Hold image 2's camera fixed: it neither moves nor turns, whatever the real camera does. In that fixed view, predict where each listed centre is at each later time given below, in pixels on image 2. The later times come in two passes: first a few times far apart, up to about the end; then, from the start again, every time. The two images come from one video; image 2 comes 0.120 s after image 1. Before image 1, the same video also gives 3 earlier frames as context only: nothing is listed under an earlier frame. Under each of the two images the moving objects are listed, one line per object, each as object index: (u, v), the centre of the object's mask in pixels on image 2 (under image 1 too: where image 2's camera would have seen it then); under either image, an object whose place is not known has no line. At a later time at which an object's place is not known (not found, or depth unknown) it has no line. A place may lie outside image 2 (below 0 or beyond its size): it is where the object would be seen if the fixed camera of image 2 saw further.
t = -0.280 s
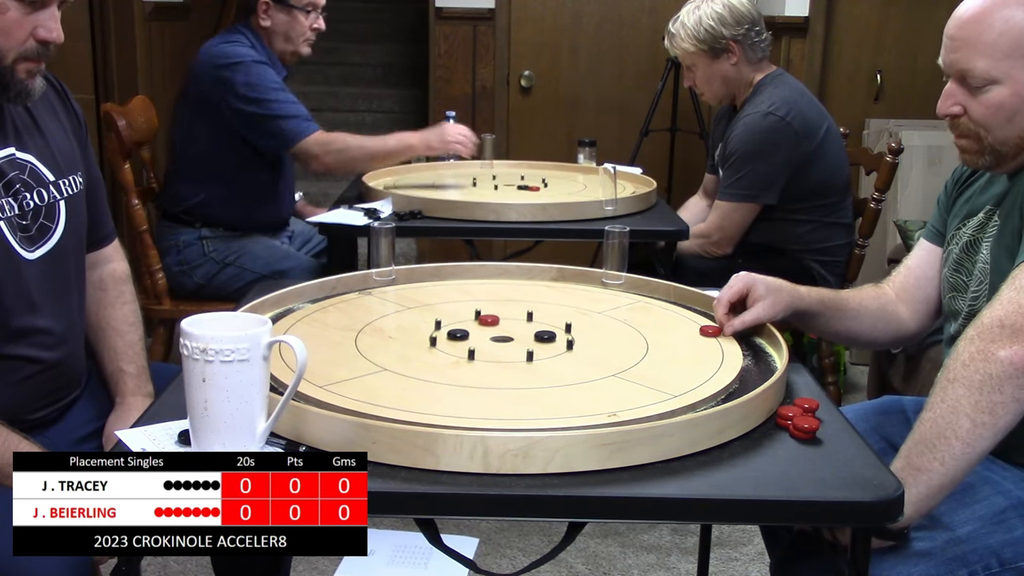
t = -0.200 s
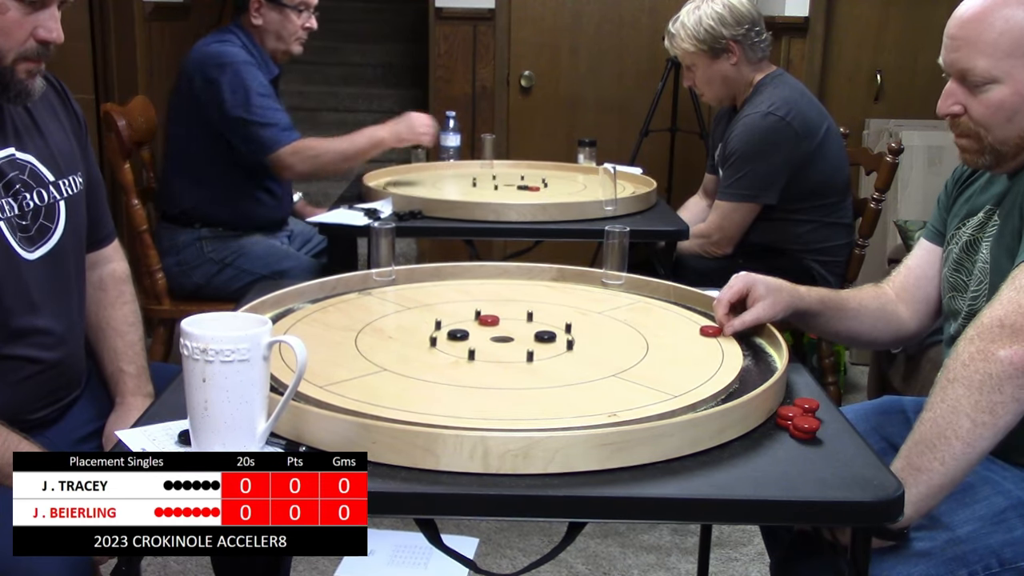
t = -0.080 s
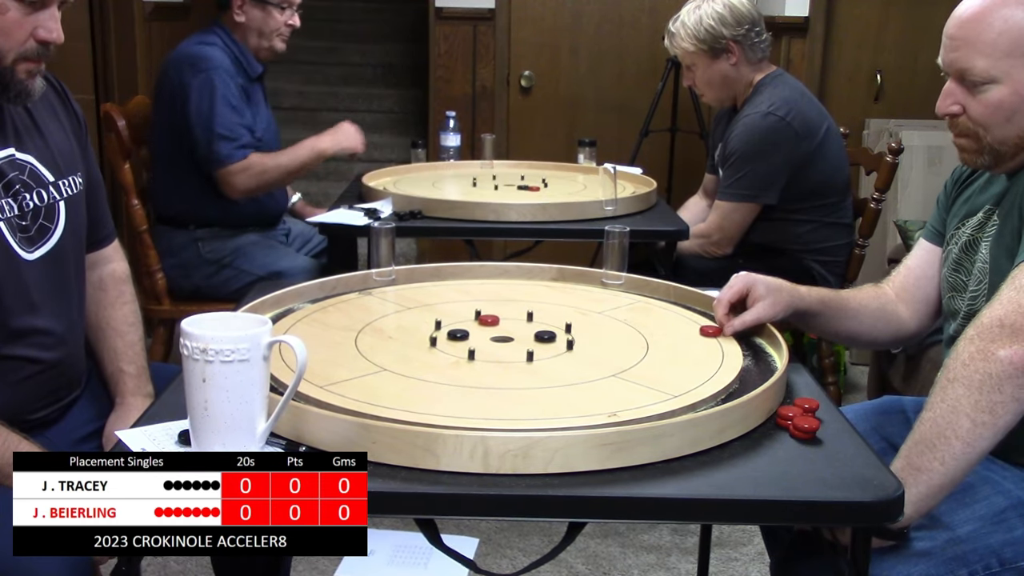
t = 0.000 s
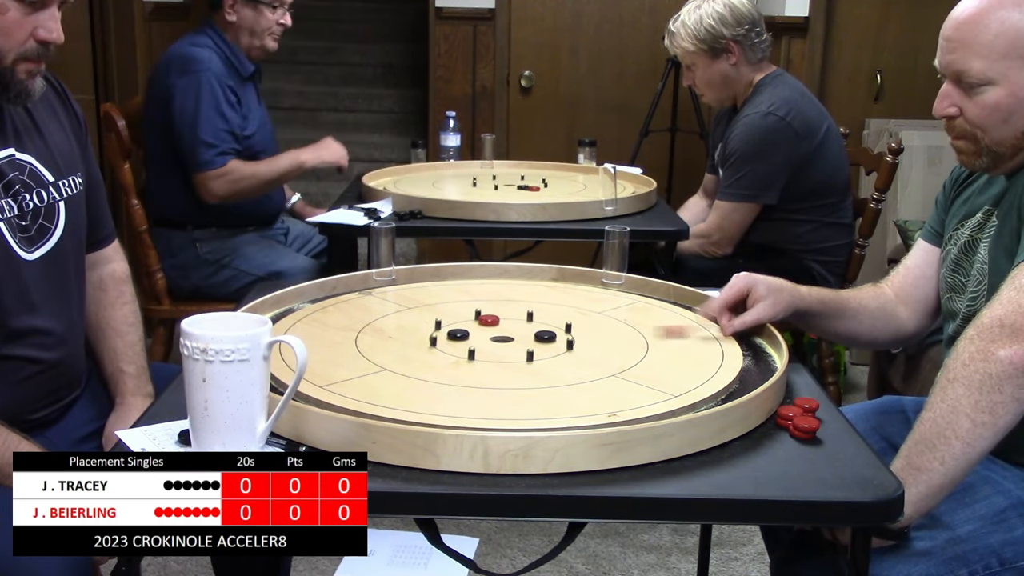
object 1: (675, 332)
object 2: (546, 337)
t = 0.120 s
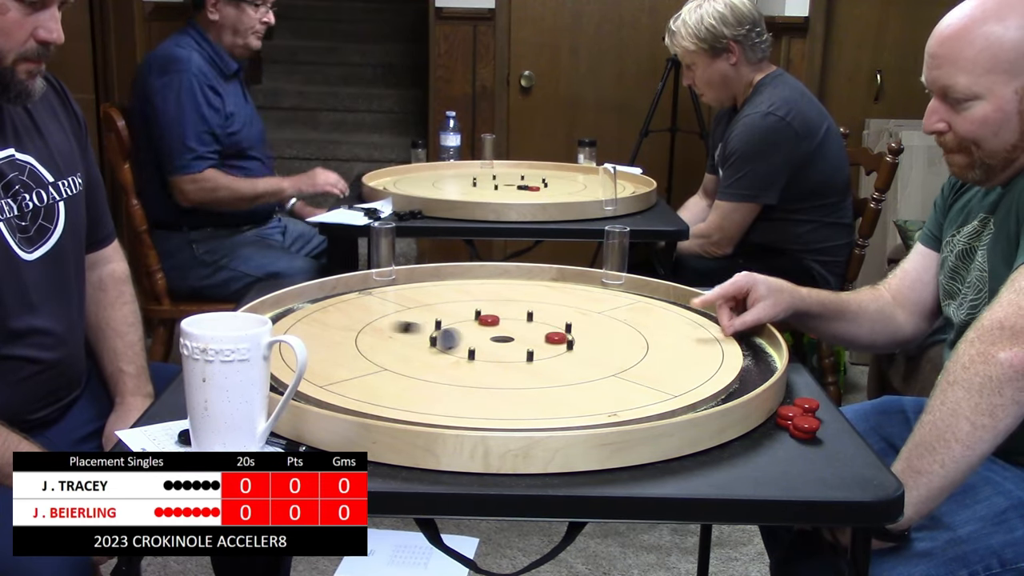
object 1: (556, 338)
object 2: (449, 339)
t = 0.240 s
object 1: (547, 340)
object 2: (359, 365)
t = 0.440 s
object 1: (545, 340)
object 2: (314, 381)
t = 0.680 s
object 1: (545, 340)
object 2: (392, 367)
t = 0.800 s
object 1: (545, 340)
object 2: (419, 362)
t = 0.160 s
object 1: (552, 339)
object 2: (422, 346)
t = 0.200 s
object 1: (549, 339)
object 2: (399, 358)
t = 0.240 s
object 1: (547, 340)
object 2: (359, 365)
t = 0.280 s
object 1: (546, 340)
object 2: (334, 371)
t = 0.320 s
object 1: (545, 340)
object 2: (310, 384)
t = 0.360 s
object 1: (545, 340)
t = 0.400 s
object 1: (545, 340)
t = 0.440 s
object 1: (545, 340)
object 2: (314, 381)
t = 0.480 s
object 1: (545, 340)
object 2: (326, 378)
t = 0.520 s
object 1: (545, 340)
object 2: (339, 375)
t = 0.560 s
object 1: (545, 340)
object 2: (357, 375)
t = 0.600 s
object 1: (545, 340)
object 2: (368, 370)
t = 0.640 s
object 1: (545, 340)
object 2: (383, 370)
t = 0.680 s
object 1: (545, 340)
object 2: (392, 367)
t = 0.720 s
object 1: (545, 340)
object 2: (401, 365)
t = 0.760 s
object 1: (545, 340)
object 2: (412, 365)
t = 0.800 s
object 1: (545, 340)
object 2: (419, 362)
